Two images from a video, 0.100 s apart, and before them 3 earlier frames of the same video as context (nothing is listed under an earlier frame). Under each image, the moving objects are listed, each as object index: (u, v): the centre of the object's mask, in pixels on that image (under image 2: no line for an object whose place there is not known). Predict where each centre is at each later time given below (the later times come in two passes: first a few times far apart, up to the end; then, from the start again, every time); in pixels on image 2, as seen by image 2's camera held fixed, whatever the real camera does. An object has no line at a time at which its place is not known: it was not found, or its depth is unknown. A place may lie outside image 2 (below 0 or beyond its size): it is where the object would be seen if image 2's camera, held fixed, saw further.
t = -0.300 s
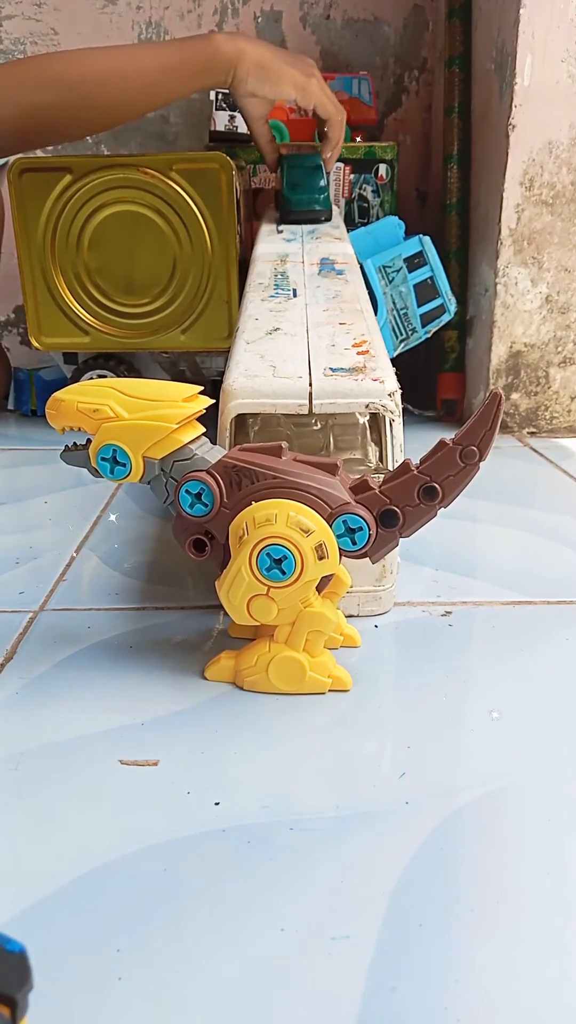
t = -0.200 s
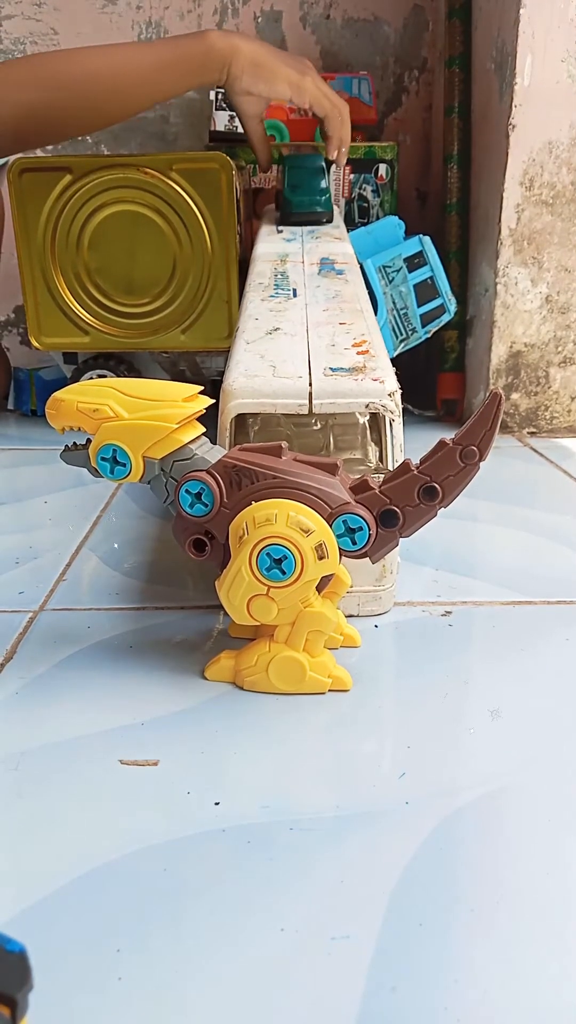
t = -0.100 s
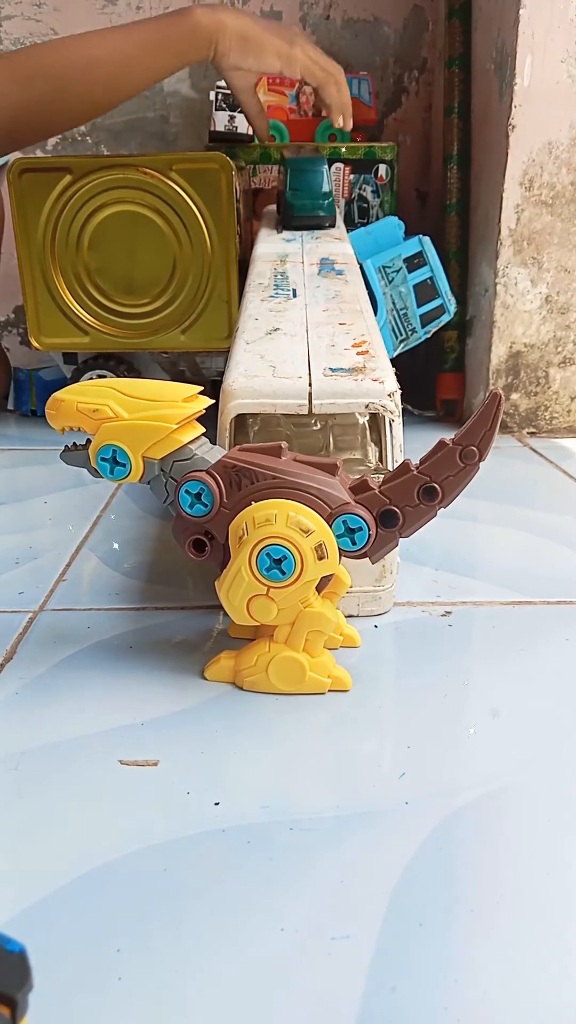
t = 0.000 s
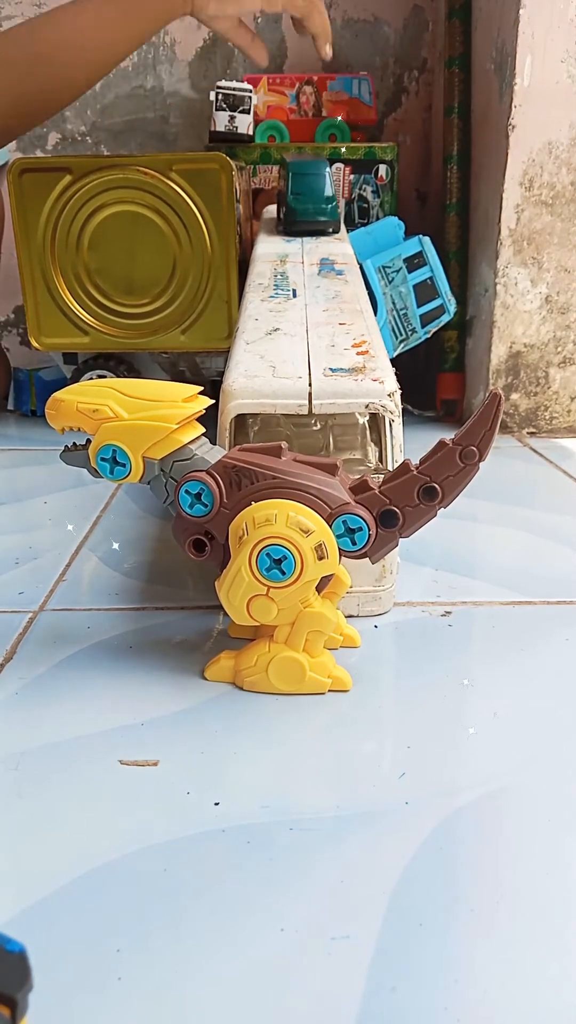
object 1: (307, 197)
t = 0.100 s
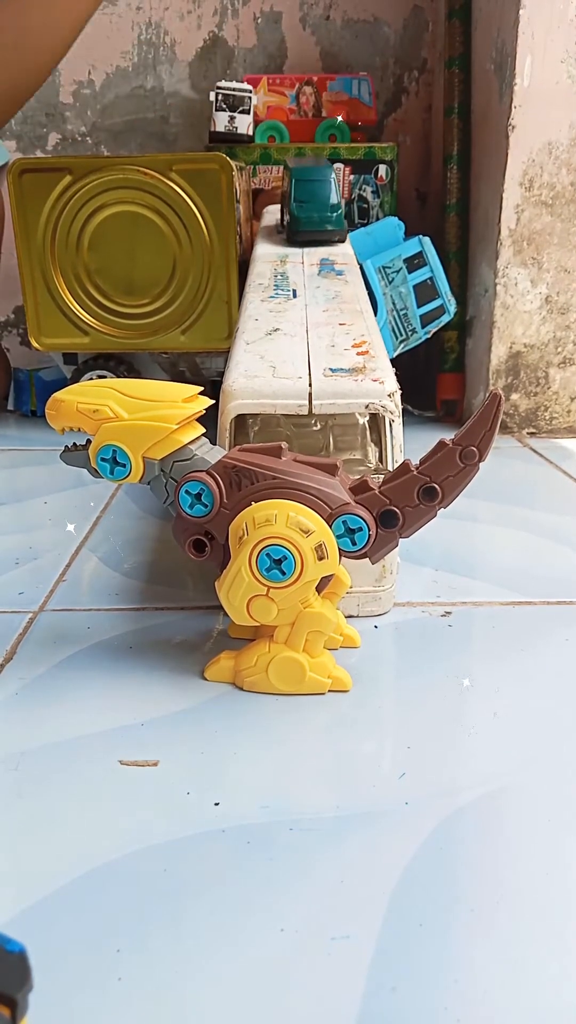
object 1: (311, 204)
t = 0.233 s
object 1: (320, 215)
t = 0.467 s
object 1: (358, 263)
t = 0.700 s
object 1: (472, 406)
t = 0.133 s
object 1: (313, 206)
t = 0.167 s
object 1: (315, 208)
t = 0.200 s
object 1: (318, 212)
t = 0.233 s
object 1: (320, 215)
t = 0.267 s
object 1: (324, 221)
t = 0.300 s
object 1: (327, 226)
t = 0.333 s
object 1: (331, 230)
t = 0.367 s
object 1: (336, 237)
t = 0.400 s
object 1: (342, 245)
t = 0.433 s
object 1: (350, 254)
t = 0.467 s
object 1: (358, 263)
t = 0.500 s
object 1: (367, 272)
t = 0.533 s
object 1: (377, 281)
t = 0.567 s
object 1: (391, 291)
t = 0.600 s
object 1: (403, 304)
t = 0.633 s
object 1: (422, 325)
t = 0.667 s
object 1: (446, 355)
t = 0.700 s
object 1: (472, 406)
